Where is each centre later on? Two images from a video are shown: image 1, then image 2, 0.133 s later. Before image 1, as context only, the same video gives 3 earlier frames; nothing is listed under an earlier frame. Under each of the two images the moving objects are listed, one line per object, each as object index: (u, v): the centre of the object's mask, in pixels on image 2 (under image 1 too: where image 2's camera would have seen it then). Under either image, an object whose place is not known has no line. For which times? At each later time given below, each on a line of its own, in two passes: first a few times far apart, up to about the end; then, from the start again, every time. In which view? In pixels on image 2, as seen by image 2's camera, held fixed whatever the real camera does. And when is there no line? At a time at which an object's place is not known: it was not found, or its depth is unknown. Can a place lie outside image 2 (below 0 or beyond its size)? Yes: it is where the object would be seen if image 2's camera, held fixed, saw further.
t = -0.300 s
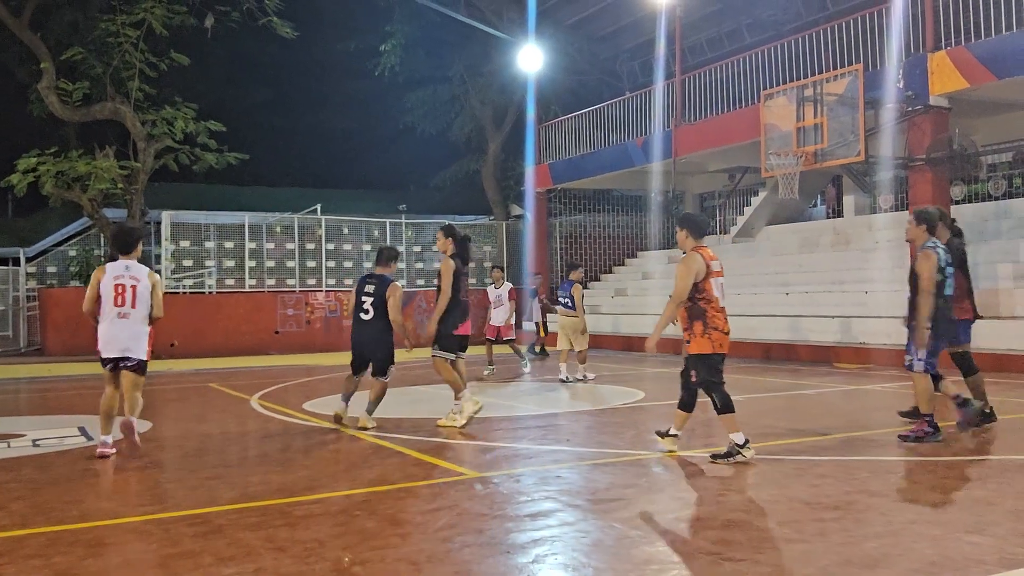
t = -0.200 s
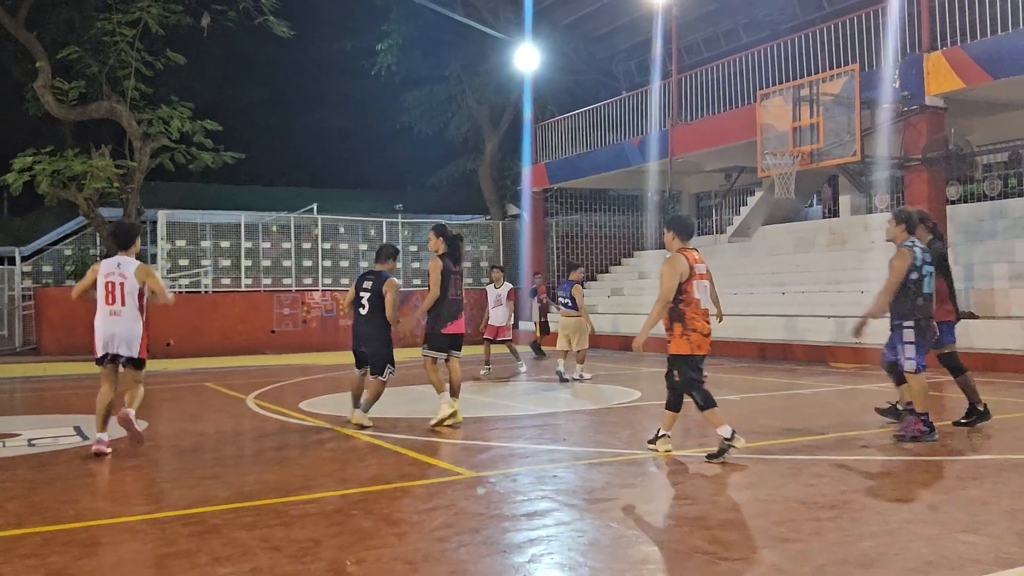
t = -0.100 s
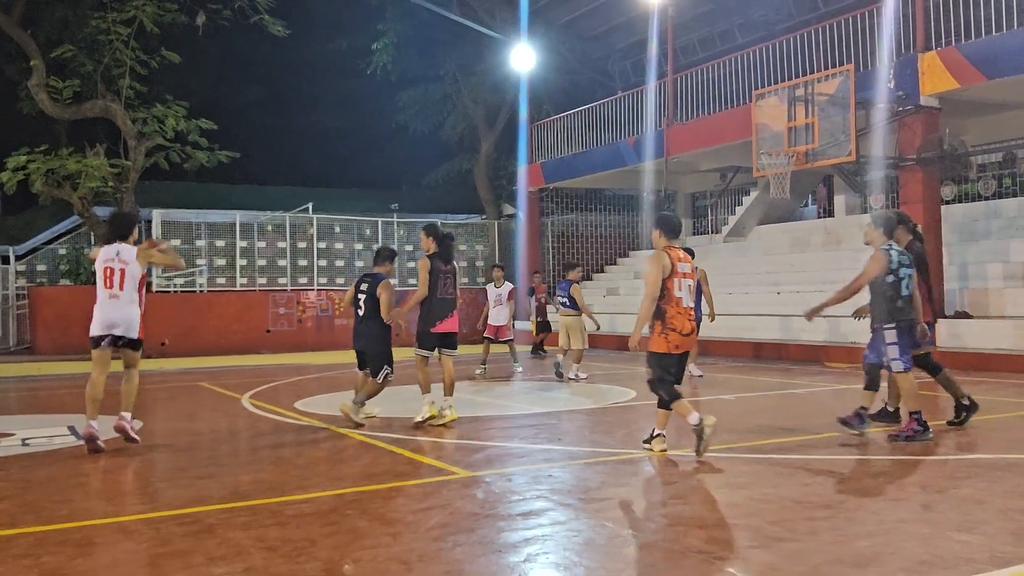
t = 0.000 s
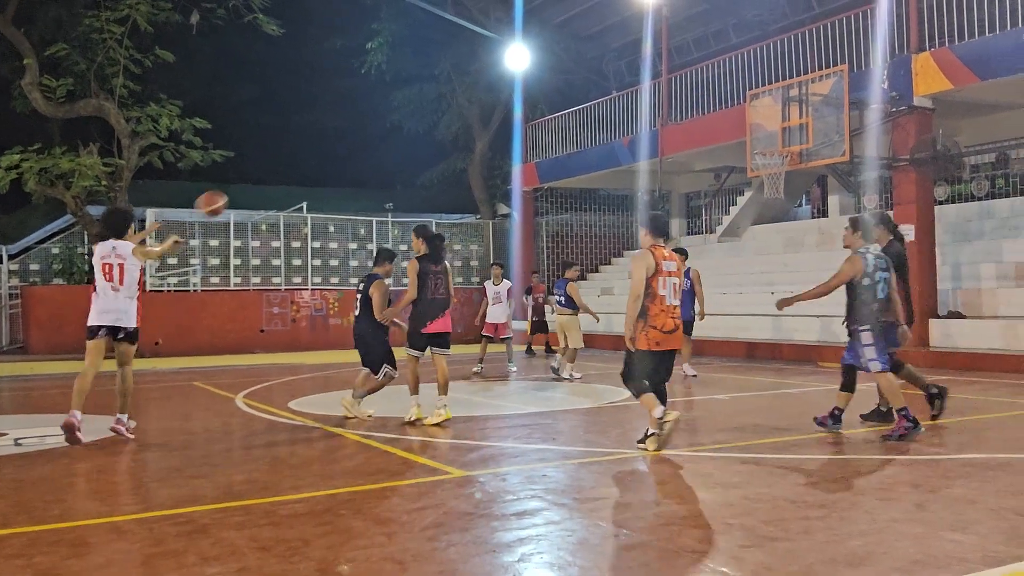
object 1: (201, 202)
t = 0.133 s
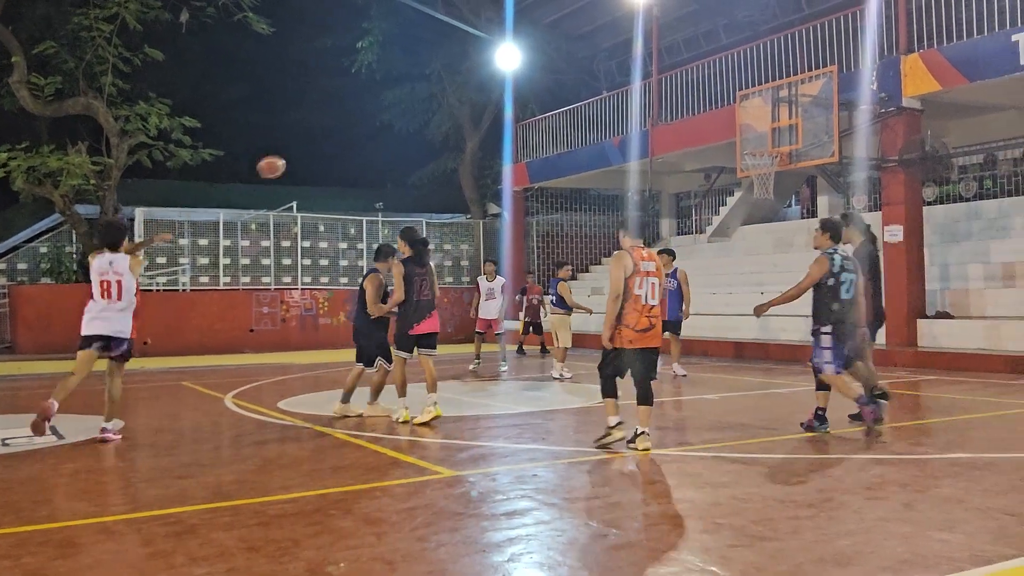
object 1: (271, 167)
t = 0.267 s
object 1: (326, 154)
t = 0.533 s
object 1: (405, 170)
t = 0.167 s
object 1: (286, 162)
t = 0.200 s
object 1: (300, 158)
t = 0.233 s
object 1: (313, 155)
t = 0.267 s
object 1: (326, 154)
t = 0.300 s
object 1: (338, 153)
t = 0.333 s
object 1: (349, 153)
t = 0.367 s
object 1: (359, 154)
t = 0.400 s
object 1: (369, 156)
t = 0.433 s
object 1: (379, 159)
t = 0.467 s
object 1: (388, 162)
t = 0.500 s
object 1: (396, 166)
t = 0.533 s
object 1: (405, 170)
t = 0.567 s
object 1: (412, 175)
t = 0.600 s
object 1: (420, 180)
